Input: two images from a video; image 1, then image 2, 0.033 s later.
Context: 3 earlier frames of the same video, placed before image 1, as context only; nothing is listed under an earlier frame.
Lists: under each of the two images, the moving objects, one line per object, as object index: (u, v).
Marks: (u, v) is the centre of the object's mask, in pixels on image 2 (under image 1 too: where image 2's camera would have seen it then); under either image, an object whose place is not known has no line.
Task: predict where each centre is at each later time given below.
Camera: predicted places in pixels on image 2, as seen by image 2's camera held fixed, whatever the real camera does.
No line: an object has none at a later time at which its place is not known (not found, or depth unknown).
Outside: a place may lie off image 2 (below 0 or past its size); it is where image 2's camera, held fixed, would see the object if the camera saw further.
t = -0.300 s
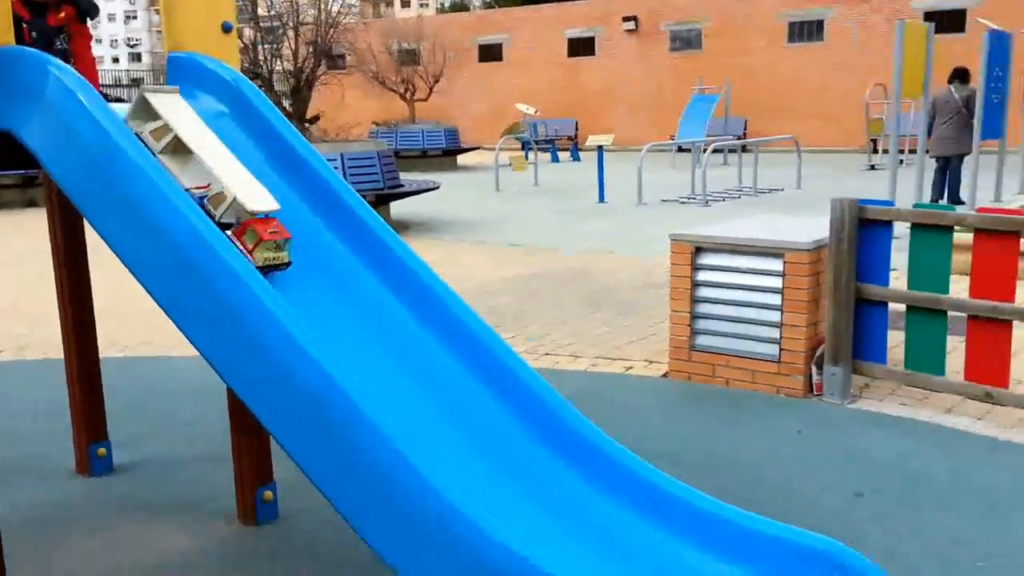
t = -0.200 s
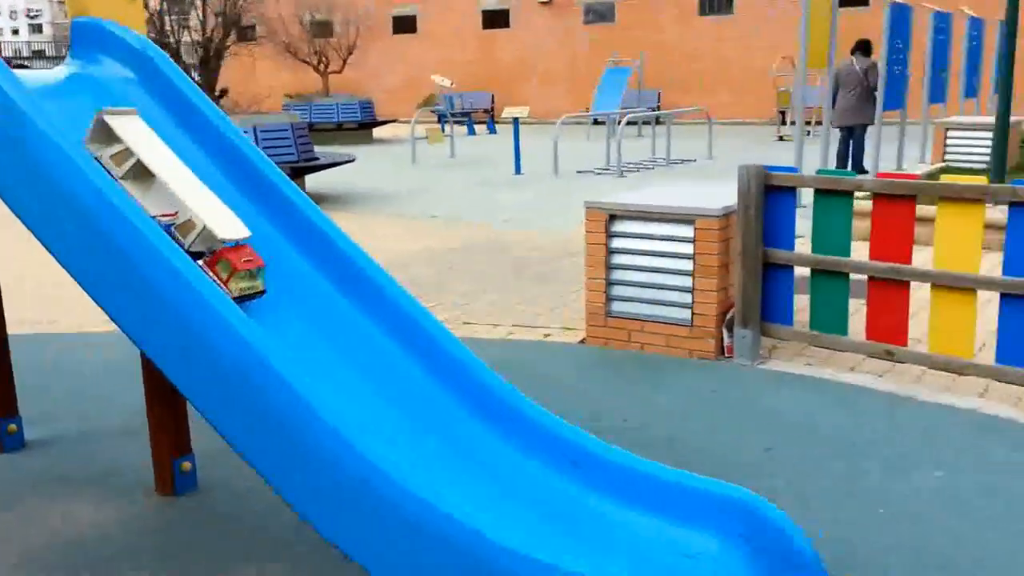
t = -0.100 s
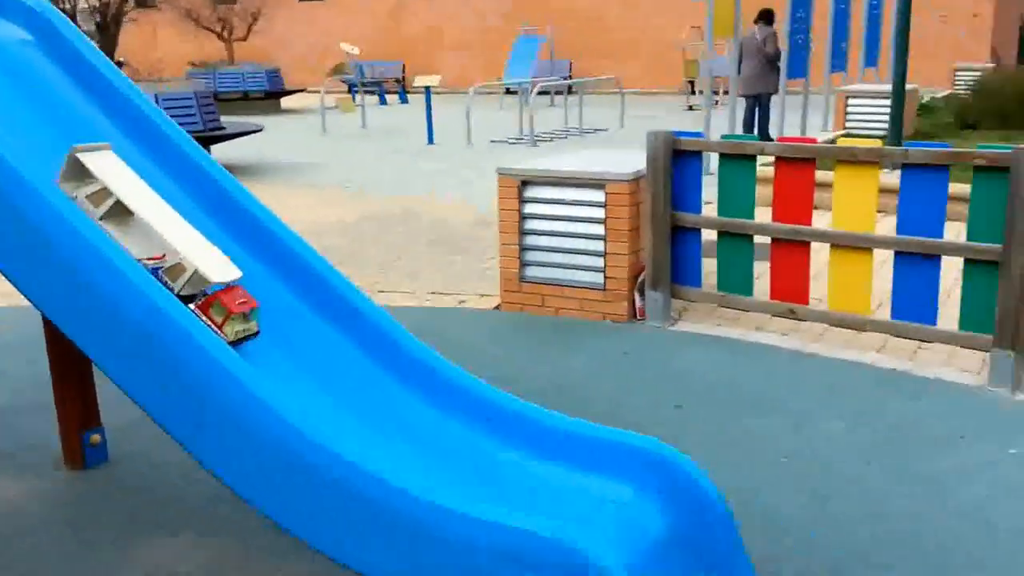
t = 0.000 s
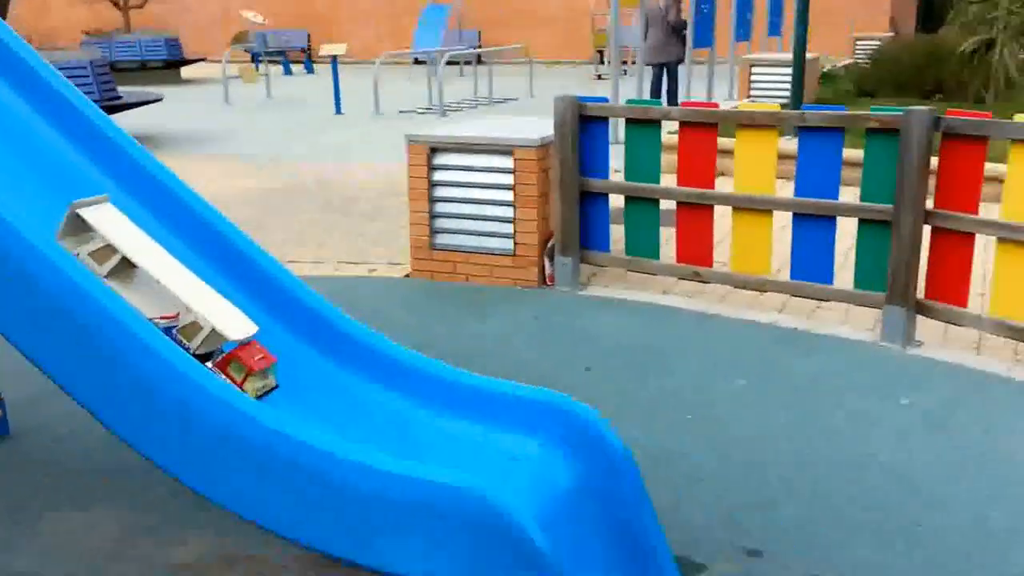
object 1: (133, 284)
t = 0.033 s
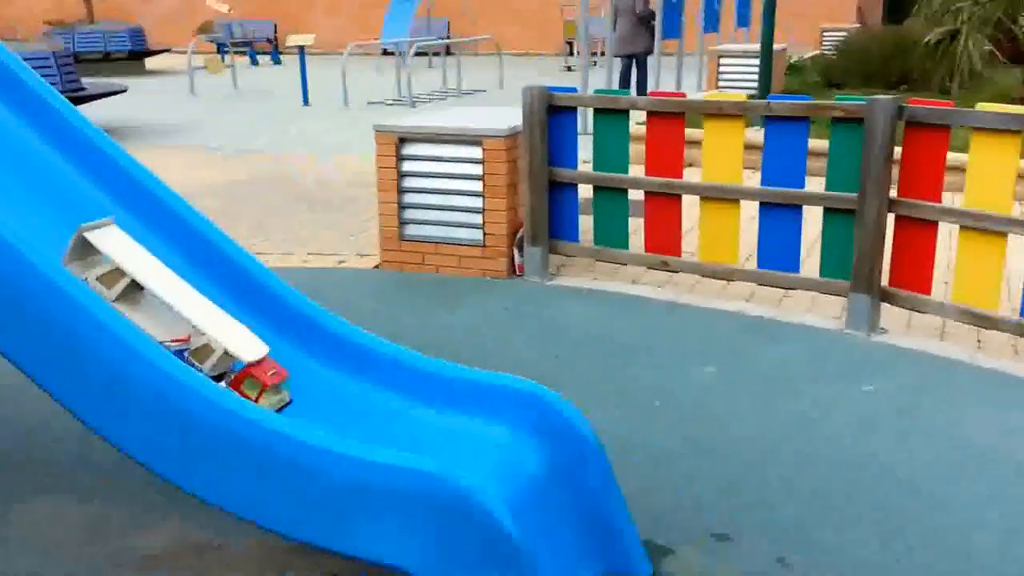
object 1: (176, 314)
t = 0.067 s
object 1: (220, 341)
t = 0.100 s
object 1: (266, 366)
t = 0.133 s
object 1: (318, 388)
